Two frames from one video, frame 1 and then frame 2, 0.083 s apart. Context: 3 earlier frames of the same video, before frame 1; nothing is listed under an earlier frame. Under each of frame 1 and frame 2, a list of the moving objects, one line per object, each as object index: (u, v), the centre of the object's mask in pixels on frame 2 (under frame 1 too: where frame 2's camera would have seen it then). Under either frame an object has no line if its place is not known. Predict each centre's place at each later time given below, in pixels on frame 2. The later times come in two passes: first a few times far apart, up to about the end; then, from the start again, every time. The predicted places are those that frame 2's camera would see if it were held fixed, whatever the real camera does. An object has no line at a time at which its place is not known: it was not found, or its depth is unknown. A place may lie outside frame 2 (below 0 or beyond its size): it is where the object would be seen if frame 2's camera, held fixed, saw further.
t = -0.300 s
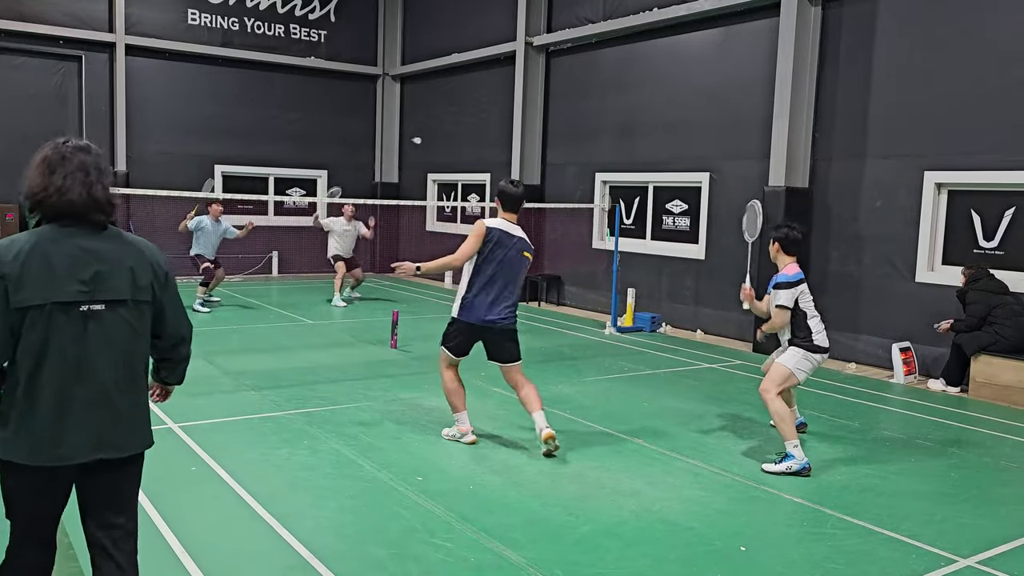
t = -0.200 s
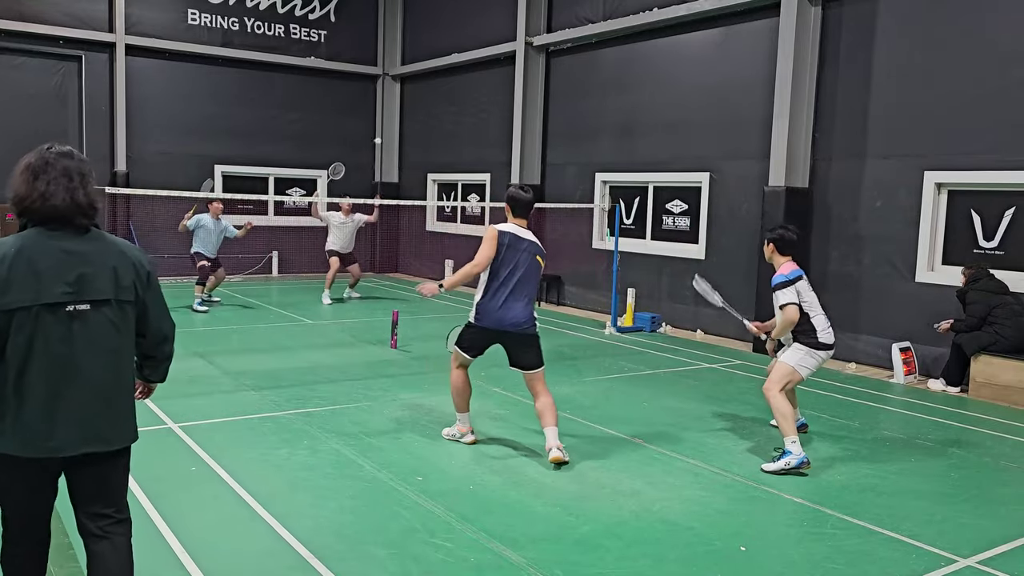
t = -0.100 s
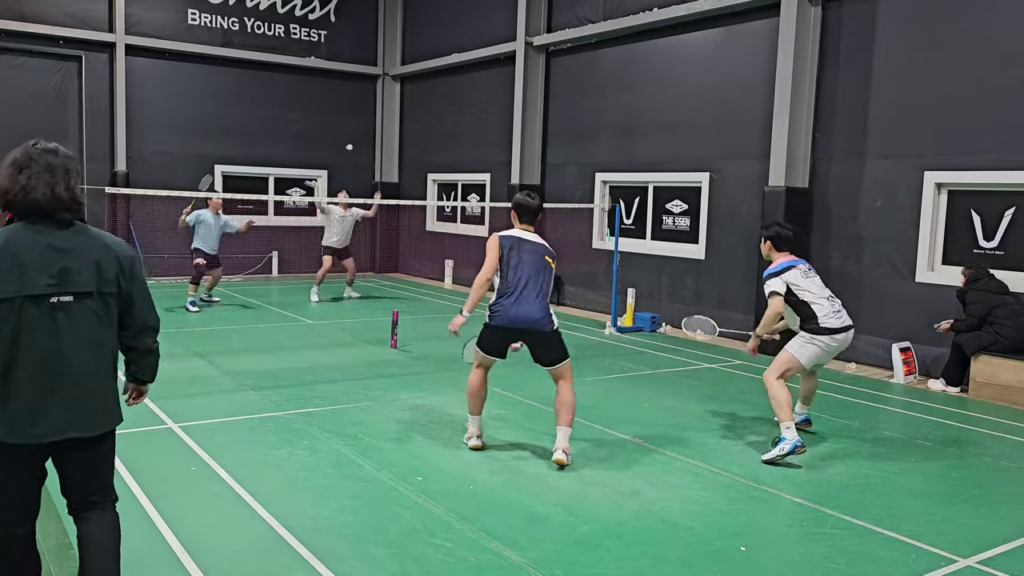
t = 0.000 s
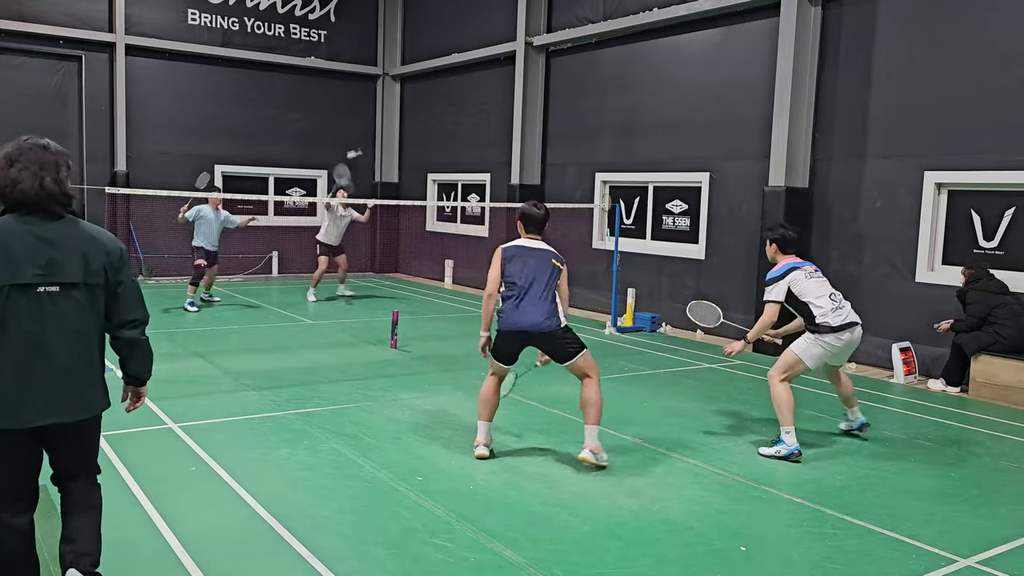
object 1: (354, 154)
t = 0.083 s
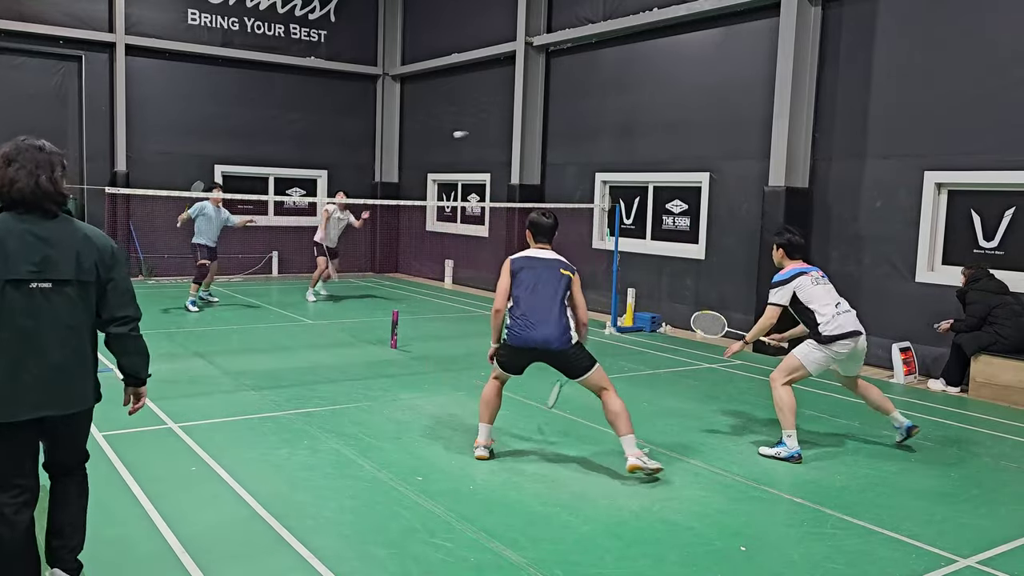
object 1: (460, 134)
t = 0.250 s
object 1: (629, 125)
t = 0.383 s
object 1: (750, 140)
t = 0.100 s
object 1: (478, 132)
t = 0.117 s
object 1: (497, 131)
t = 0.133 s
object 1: (514, 129)
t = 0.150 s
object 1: (532, 127)
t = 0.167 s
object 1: (549, 126)
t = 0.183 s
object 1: (566, 125)
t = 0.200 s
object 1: (582, 125)
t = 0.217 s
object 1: (598, 125)
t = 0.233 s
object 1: (614, 125)
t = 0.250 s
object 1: (629, 125)
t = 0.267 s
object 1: (646, 126)
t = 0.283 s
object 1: (661, 127)
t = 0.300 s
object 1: (676, 129)
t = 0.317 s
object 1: (691, 130)
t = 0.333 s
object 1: (706, 132)
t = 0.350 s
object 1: (721, 135)
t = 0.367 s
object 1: (735, 137)
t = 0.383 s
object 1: (750, 140)
